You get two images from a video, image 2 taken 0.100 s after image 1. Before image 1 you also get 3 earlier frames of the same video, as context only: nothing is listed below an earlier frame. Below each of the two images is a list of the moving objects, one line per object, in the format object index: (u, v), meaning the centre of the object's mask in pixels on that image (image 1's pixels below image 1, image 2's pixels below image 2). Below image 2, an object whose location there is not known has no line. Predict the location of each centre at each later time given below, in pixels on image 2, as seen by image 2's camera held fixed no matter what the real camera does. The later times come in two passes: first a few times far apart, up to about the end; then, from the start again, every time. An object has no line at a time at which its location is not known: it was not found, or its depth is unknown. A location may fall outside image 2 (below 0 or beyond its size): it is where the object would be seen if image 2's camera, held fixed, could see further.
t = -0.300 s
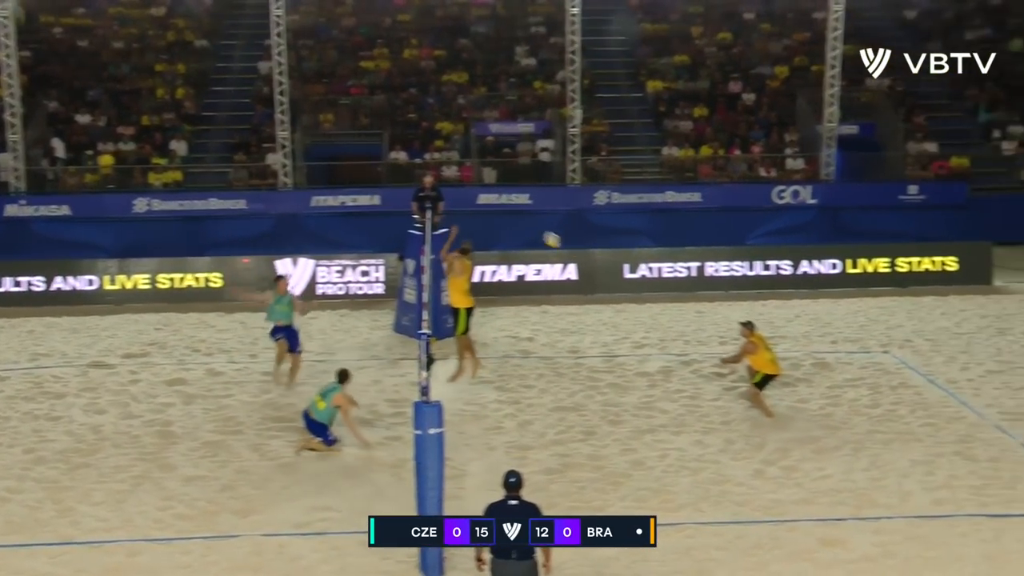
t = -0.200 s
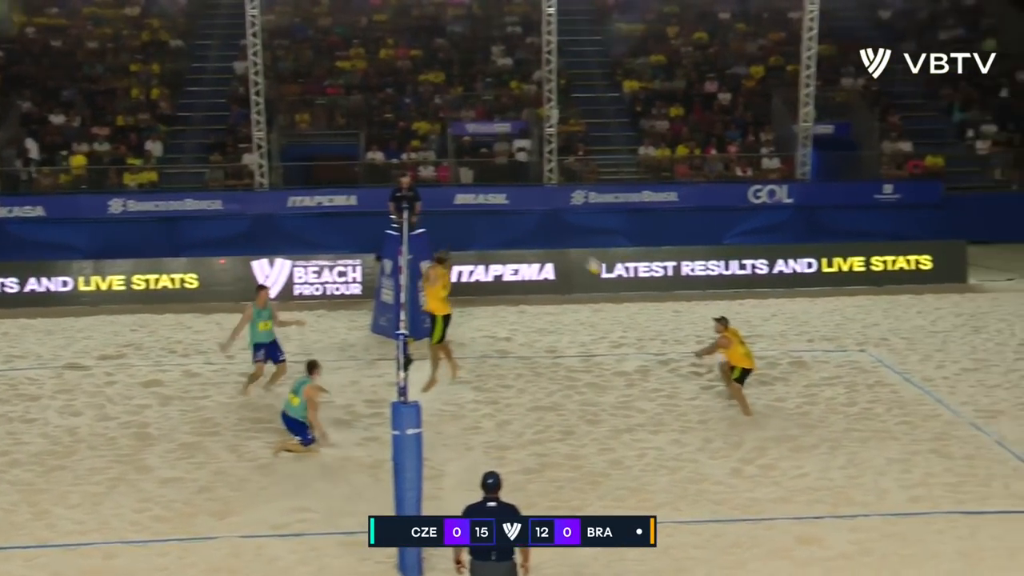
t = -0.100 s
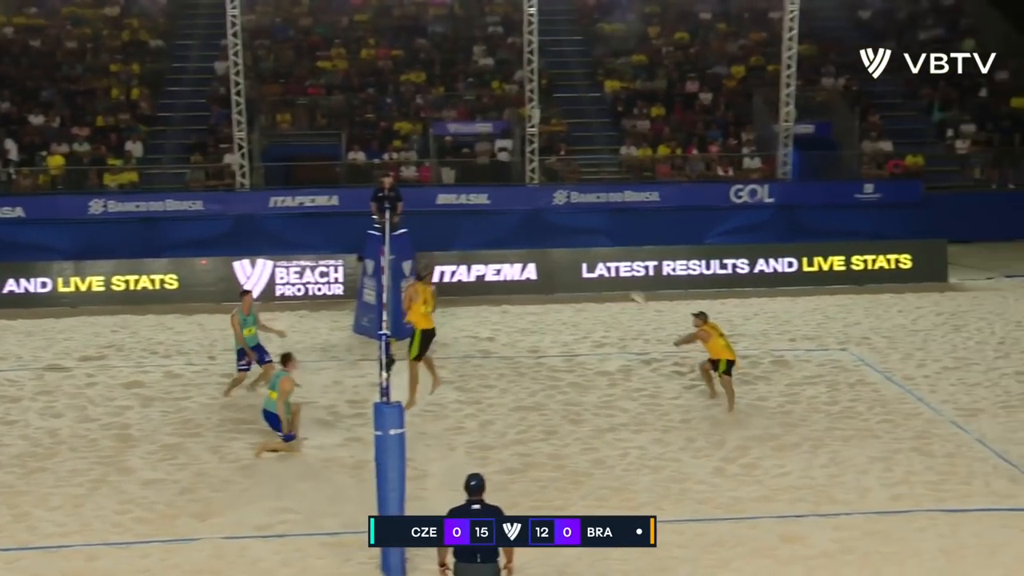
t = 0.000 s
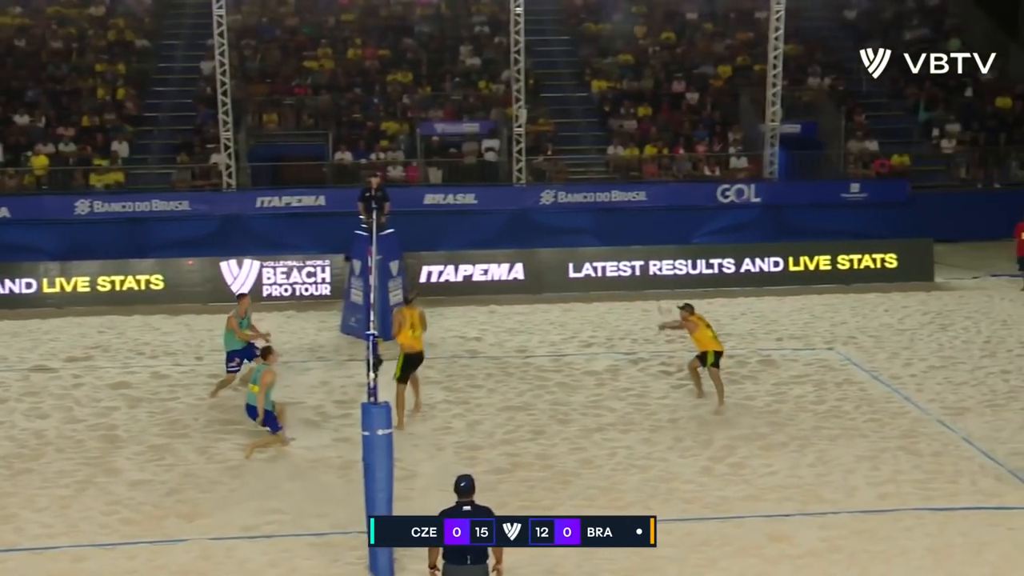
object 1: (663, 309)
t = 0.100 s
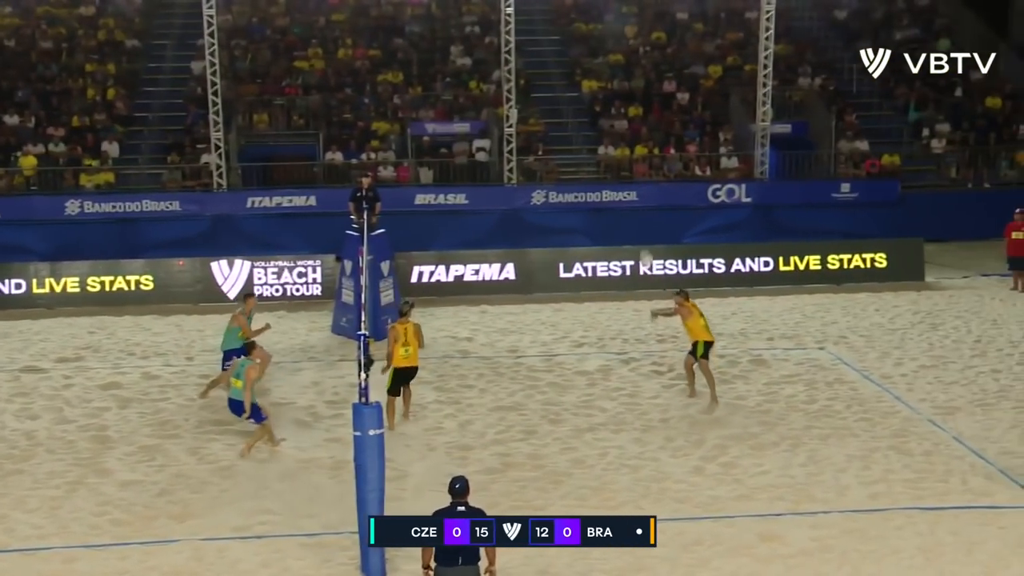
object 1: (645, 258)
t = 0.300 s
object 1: (627, 177)
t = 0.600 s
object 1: (601, 102)
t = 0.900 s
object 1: (576, 80)
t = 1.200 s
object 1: (551, 122)
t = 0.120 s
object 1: (644, 249)
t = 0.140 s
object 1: (642, 241)
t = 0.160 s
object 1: (640, 232)
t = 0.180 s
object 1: (638, 224)
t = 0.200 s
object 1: (636, 213)
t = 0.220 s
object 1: (635, 207)
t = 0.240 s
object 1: (633, 201)
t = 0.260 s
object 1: (631, 192)
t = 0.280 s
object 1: (629, 184)
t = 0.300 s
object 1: (627, 177)
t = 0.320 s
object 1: (626, 171)
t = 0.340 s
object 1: (624, 165)
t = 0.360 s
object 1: (622, 158)
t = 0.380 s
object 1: (621, 152)
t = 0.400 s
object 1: (619, 144)
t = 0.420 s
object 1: (617, 140)
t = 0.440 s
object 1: (615, 135)
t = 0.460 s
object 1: (613, 130)
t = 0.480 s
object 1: (612, 125)
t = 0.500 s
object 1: (610, 119)
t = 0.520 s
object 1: (608, 116)
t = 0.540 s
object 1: (607, 112)
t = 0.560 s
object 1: (605, 108)
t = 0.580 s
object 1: (603, 105)
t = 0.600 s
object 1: (601, 102)
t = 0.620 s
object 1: (600, 98)
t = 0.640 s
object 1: (598, 95)
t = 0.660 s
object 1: (596, 92)
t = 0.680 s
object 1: (595, 89)
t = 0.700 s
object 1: (593, 87)
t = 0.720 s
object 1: (591, 85)
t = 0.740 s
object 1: (589, 84)
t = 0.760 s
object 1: (588, 83)
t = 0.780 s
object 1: (586, 83)
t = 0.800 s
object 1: (584, 81)
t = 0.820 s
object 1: (583, 80)
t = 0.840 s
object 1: (581, 80)
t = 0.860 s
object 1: (579, 80)
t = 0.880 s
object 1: (577, 80)
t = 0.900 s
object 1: (576, 80)
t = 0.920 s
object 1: (574, 82)
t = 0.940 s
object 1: (573, 83)
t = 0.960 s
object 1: (571, 84)
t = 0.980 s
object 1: (569, 86)
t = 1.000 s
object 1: (567, 87)
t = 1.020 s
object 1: (565, 90)
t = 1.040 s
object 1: (564, 92)
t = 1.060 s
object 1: (562, 95)
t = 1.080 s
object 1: (561, 98)
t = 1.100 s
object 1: (559, 101)
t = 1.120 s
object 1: (558, 105)
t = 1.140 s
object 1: (556, 109)
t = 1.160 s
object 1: (554, 113)
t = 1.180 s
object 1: (553, 117)
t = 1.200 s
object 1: (551, 122)
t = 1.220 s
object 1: (549, 127)
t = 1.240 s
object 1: (547, 132)
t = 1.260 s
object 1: (546, 137)
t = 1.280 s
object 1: (544, 144)
